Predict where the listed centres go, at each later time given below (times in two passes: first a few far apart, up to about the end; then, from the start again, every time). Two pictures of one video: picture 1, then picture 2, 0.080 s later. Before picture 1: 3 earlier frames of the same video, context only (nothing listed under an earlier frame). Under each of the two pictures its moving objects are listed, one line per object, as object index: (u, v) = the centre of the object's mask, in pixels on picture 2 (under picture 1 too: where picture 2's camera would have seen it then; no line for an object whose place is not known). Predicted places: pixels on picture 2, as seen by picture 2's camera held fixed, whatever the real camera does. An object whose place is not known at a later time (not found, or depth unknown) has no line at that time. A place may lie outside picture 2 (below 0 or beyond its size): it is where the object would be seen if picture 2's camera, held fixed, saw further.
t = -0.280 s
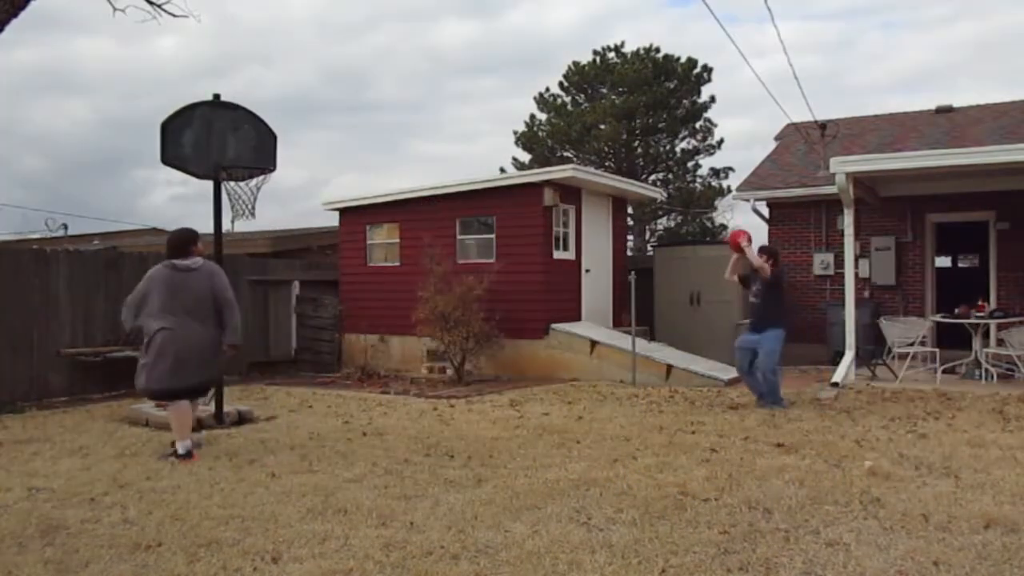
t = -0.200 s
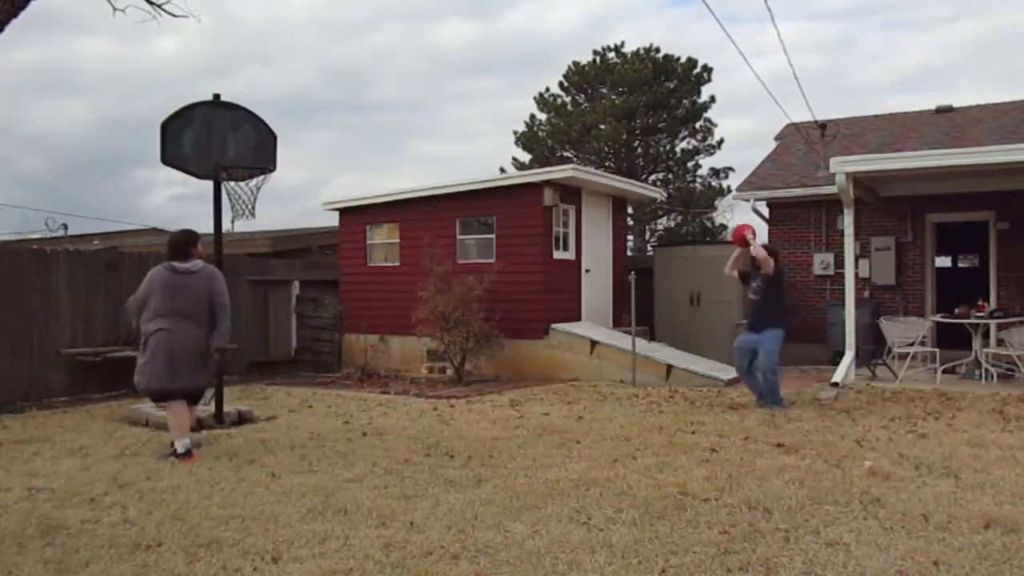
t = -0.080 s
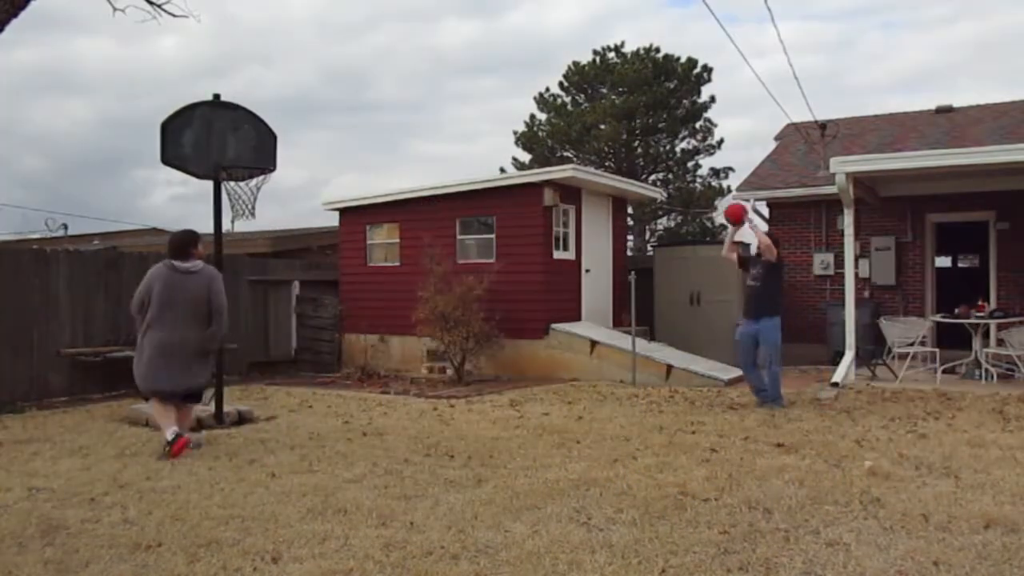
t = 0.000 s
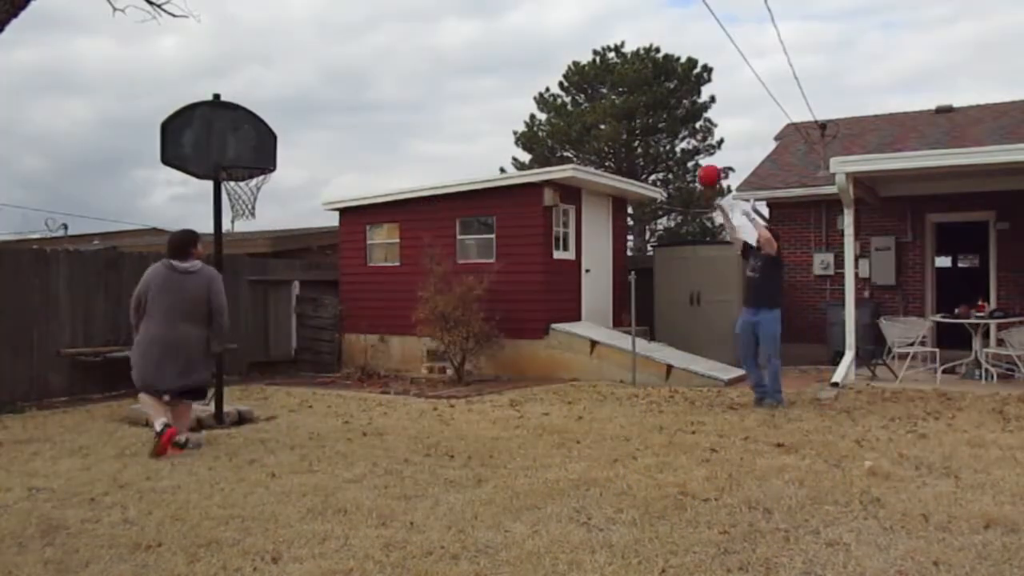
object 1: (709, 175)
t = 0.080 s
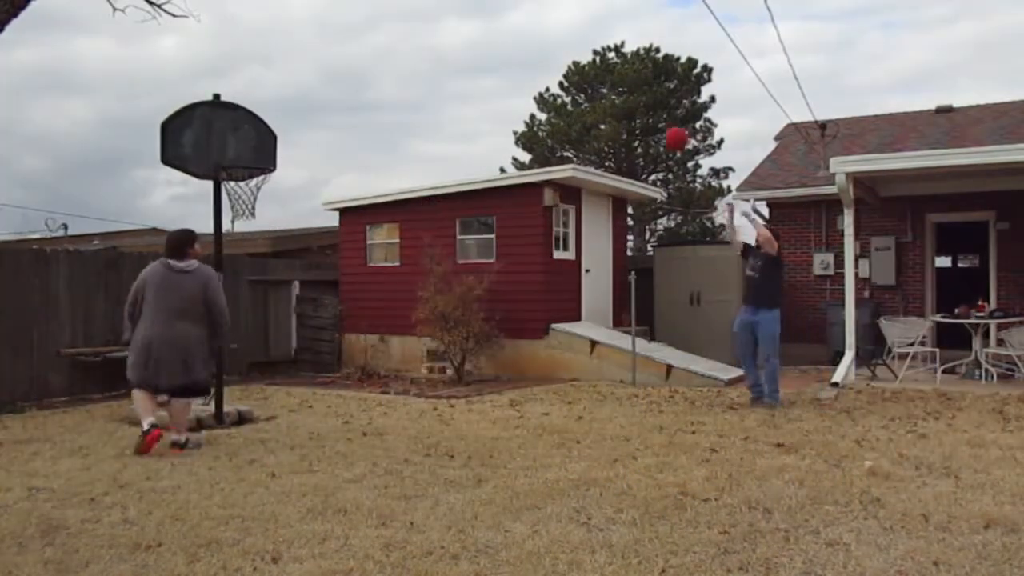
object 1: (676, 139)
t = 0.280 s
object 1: (589, 72)
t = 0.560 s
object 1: (460, 43)
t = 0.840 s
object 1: (324, 96)
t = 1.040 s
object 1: (225, 183)
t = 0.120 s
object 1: (659, 122)
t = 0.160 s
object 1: (641, 107)
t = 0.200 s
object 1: (625, 95)
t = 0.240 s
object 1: (606, 82)
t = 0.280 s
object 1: (589, 72)
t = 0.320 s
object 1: (570, 64)
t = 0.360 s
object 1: (552, 56)
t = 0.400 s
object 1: (534, 50)
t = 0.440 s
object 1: (515, 46)
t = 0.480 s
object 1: (497, 44)
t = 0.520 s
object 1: (478, 43)
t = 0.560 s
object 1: (460, 43)
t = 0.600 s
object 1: (441, 46)
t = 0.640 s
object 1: (422, 50)
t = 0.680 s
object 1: (402, 56)
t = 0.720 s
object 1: (383, 63)
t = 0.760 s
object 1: (363, 72)
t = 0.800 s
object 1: (344, 83)
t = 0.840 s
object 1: (324, 96)
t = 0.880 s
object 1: (304, 111)
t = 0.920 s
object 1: (283, 127)
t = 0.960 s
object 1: (263, 144)
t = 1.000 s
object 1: (242, 165)
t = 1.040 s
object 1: (225, 183)
